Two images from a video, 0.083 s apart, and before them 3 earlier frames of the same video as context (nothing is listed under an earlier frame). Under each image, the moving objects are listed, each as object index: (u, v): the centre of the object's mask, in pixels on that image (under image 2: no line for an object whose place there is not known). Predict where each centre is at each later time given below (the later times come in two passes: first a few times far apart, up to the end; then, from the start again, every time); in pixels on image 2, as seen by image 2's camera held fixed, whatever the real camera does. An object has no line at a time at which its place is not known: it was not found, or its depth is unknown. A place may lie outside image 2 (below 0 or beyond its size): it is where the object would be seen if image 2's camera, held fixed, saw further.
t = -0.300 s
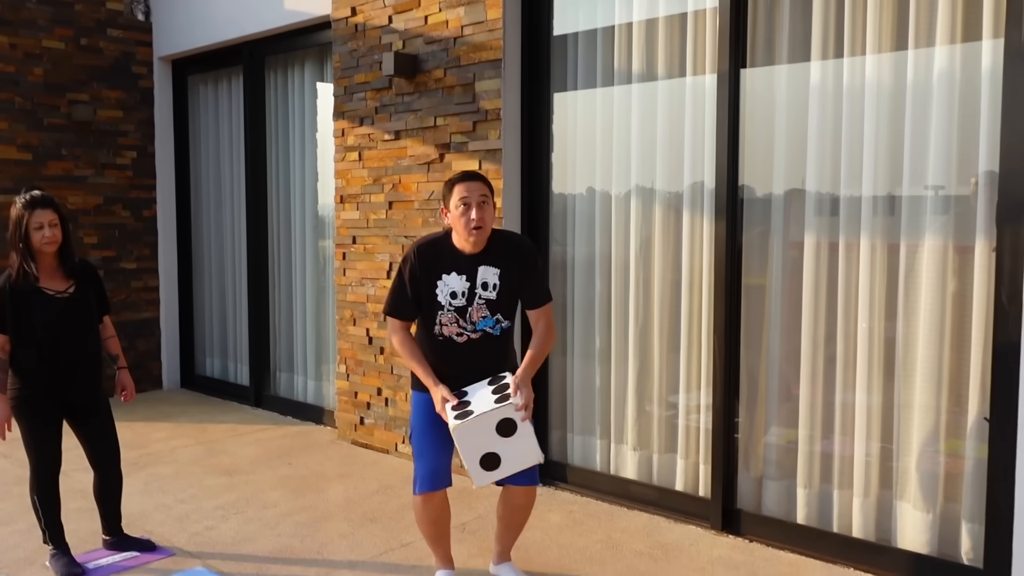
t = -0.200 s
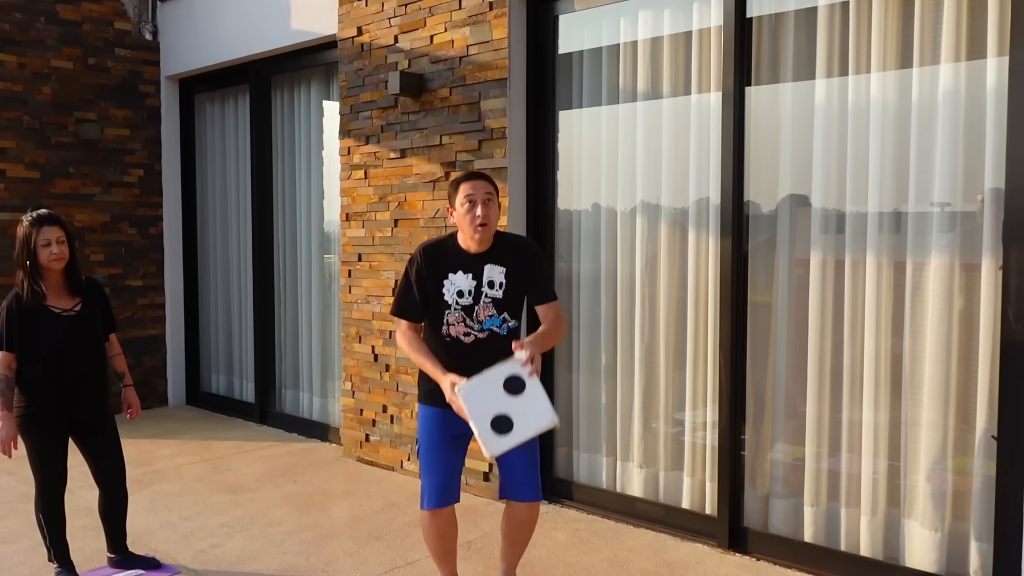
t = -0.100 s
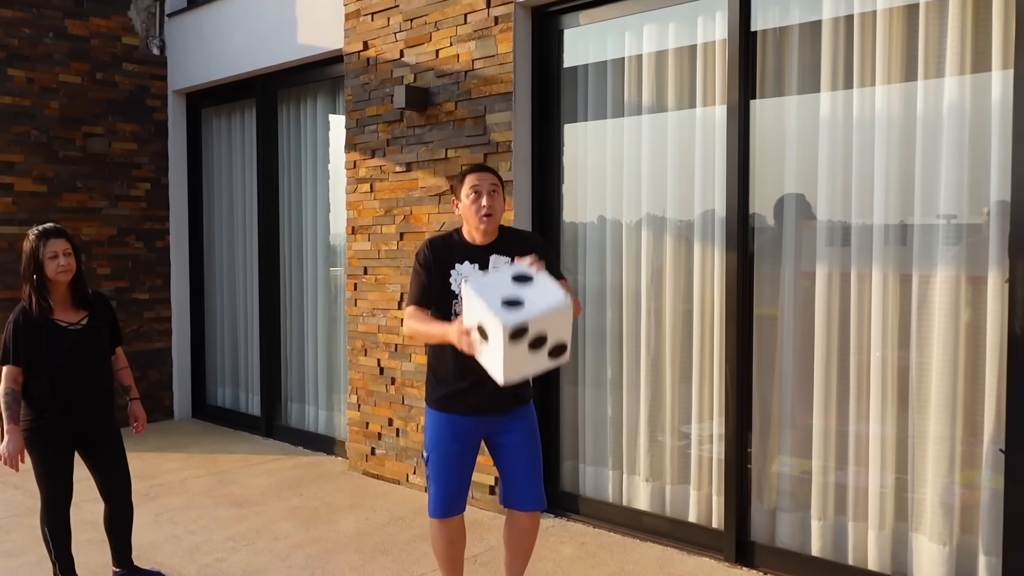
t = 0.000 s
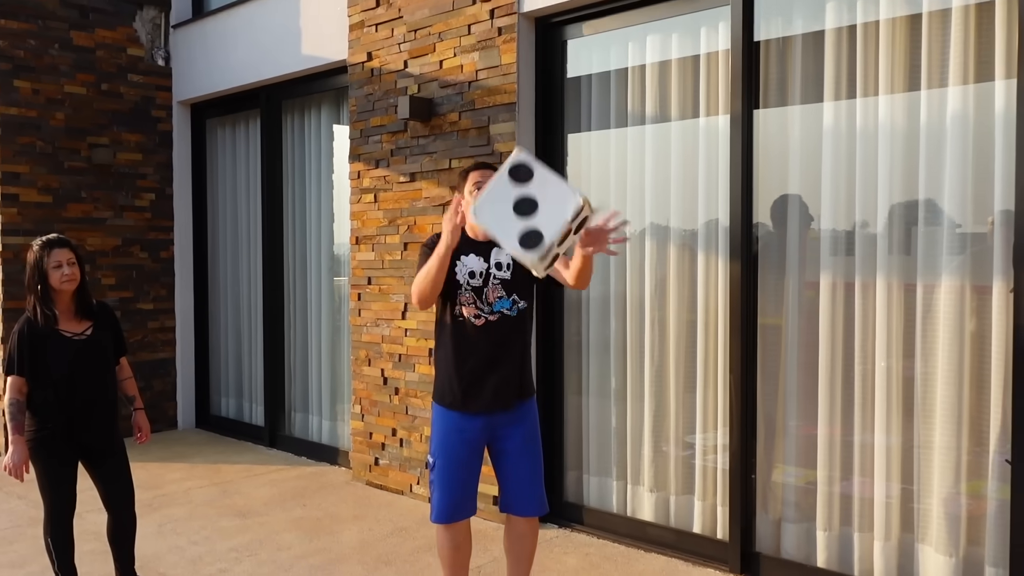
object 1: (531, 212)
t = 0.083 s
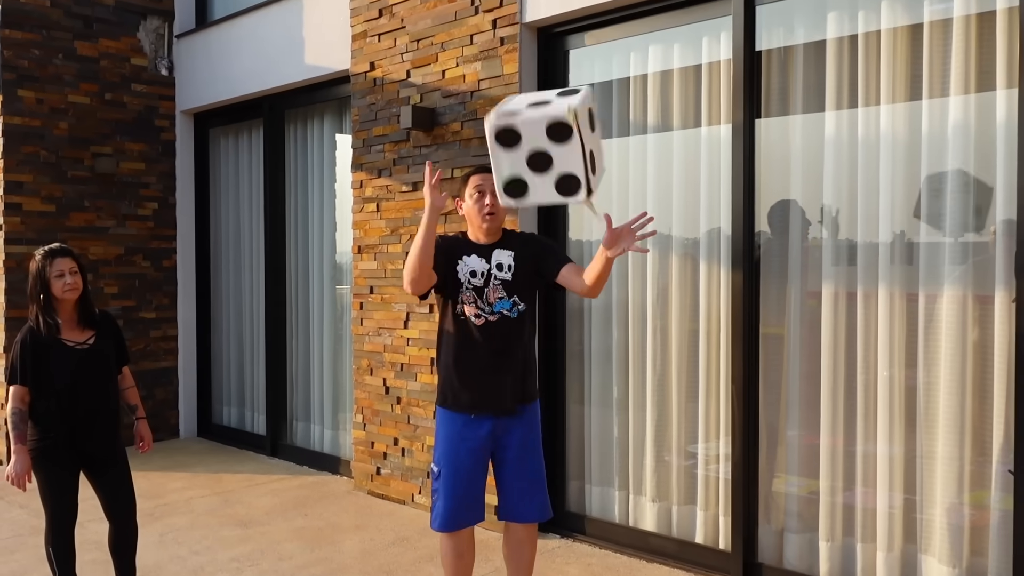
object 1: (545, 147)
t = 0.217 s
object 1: (567, 45)
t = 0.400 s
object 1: (613, 11)
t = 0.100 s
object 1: (548, 134)
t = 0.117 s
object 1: (551, 119)
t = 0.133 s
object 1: (554, 104)
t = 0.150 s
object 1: (559, 92)
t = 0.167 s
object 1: (562, 81)
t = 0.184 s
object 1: (565, 71)
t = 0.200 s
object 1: (566, 58)
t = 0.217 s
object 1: (567, 45)
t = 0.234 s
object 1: (569, 42)
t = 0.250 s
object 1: (572, 38)
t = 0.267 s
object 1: (575, 34)
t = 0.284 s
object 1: (579, 29)
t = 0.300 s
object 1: (583, 24)
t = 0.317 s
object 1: (588, 20)
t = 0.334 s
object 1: (593, 16)
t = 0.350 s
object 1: (599, 12)
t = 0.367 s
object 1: (592, 8)
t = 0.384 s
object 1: (601, 9)
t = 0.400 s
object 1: (613, 11)
